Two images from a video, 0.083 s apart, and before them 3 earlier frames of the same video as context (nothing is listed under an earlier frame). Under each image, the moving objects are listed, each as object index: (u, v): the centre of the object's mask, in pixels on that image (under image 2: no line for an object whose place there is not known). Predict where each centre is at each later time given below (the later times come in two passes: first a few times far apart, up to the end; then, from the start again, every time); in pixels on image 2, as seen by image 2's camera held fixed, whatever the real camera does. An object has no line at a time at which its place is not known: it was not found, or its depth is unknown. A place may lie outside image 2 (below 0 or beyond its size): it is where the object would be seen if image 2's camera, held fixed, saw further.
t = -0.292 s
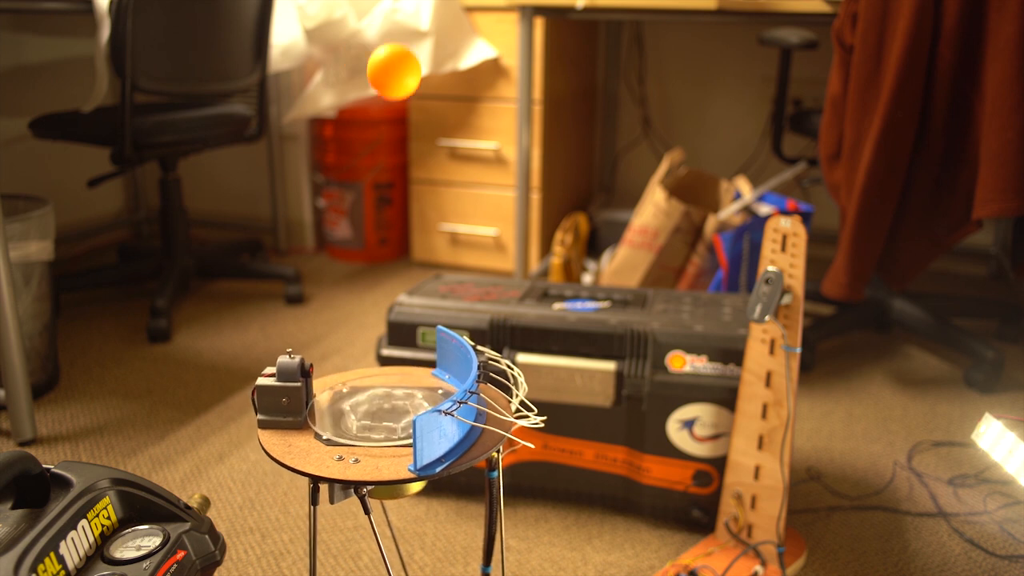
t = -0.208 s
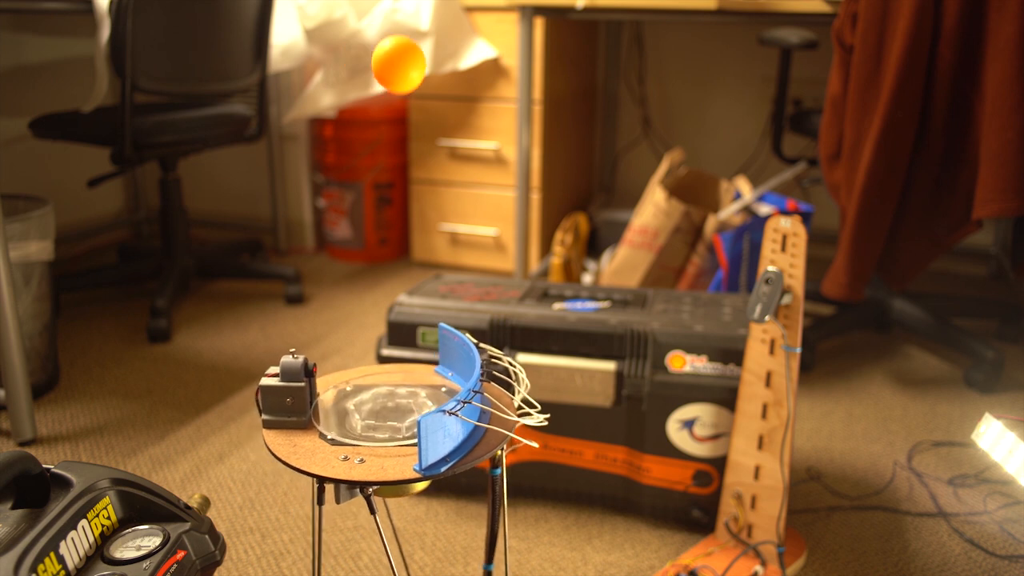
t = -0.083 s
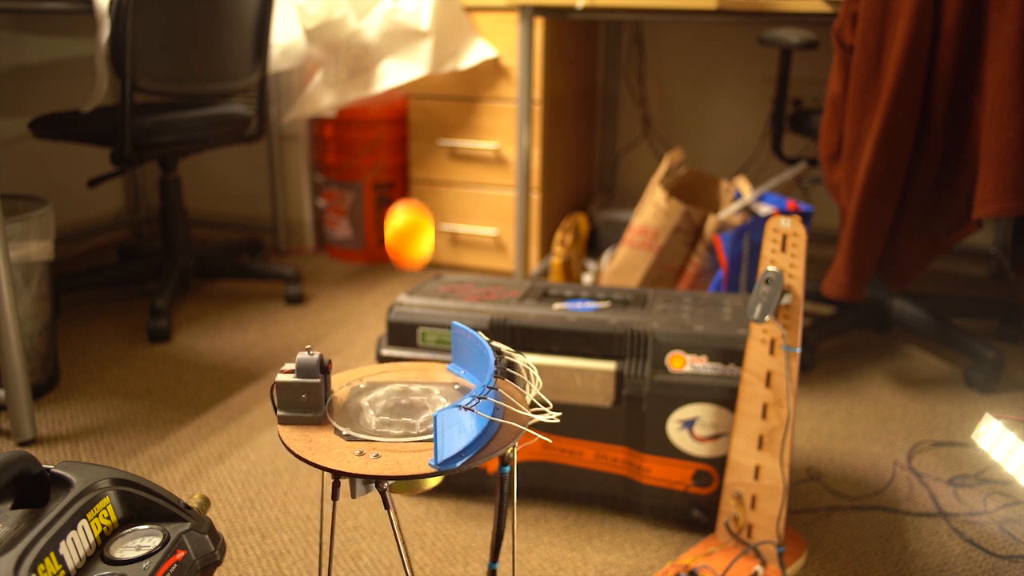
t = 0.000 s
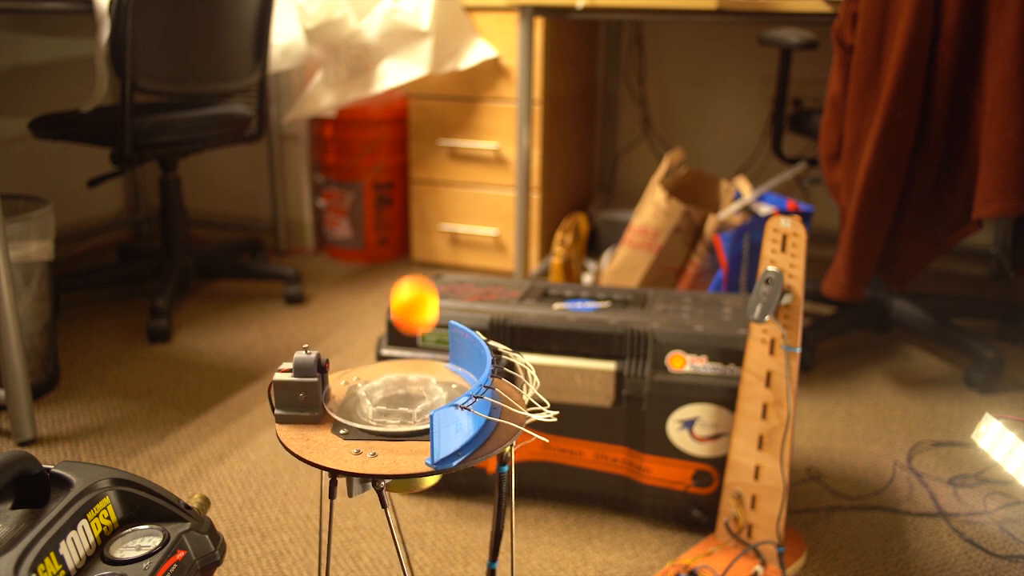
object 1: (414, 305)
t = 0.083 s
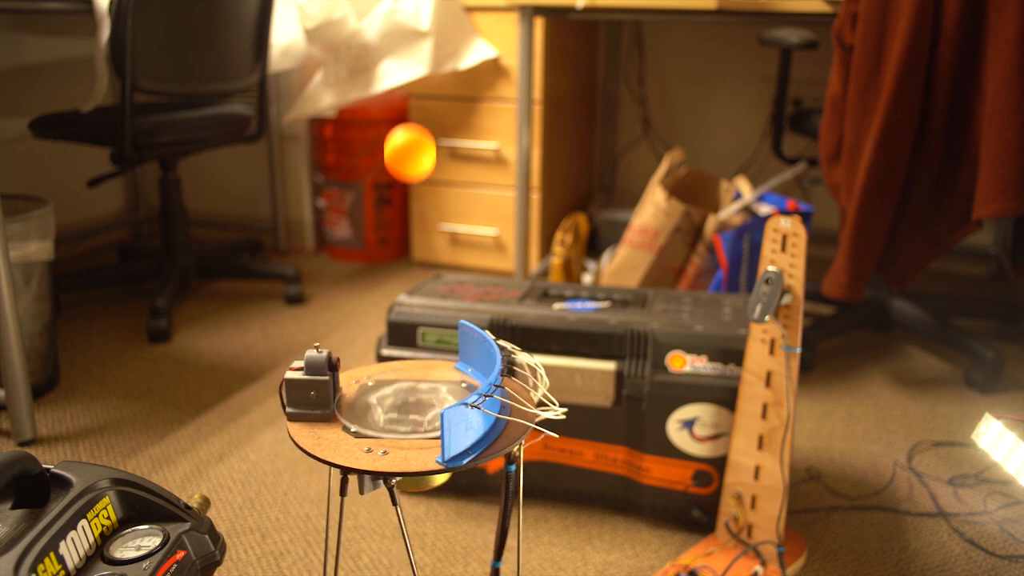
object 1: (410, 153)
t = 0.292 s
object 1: (409, 106)
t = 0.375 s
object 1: (412, 249)
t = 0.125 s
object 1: (409, 103)
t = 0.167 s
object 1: (408, 67)
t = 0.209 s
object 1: (408, 55)
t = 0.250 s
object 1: (408, 67)
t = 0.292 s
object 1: (409, 106)
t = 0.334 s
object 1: (410, 164)
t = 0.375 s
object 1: (412, 249)
